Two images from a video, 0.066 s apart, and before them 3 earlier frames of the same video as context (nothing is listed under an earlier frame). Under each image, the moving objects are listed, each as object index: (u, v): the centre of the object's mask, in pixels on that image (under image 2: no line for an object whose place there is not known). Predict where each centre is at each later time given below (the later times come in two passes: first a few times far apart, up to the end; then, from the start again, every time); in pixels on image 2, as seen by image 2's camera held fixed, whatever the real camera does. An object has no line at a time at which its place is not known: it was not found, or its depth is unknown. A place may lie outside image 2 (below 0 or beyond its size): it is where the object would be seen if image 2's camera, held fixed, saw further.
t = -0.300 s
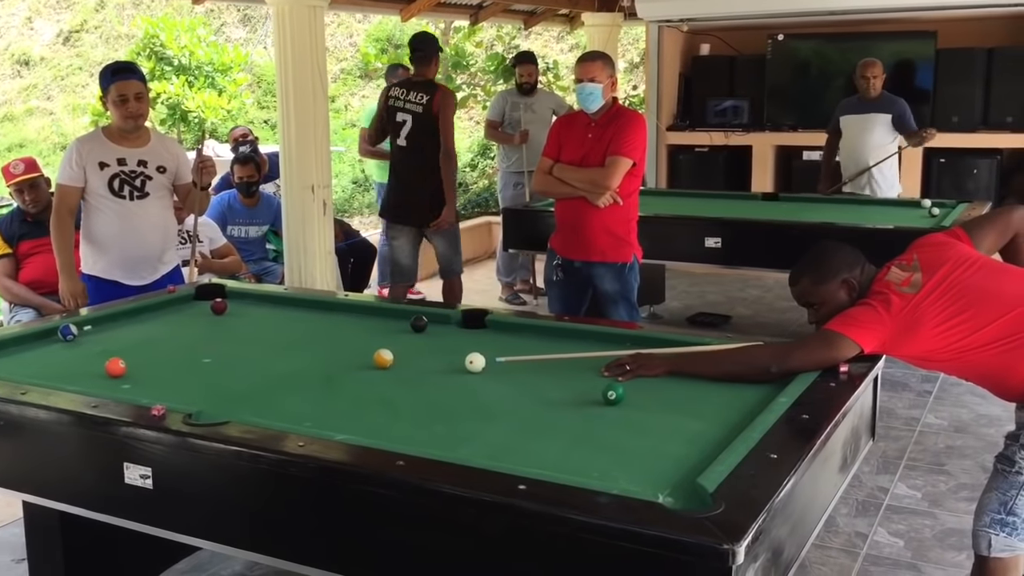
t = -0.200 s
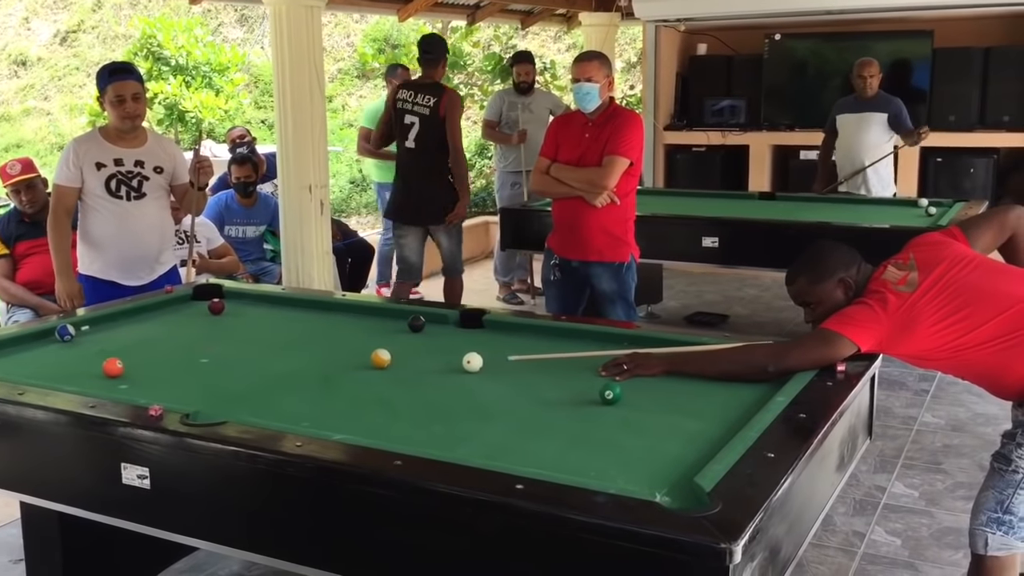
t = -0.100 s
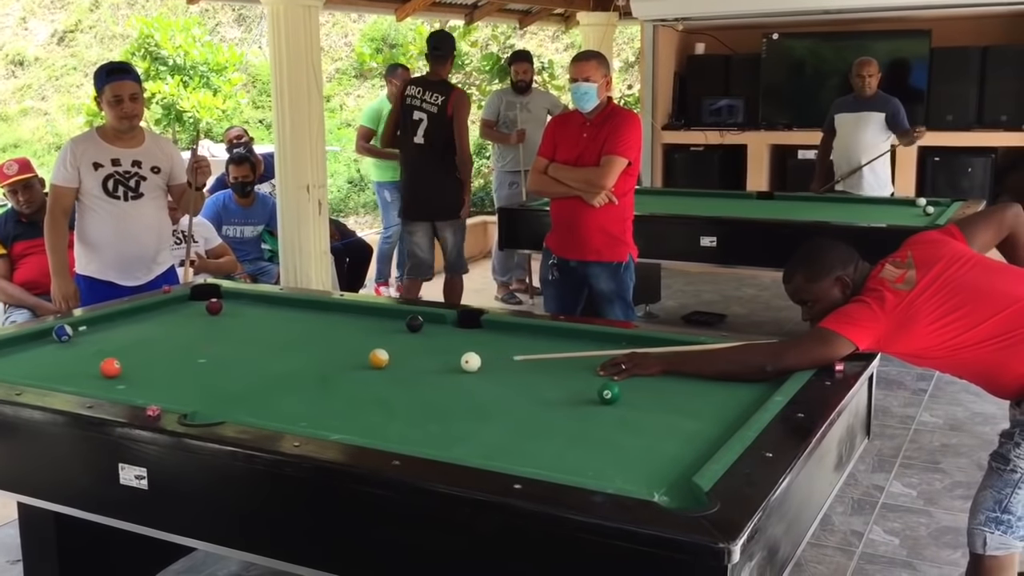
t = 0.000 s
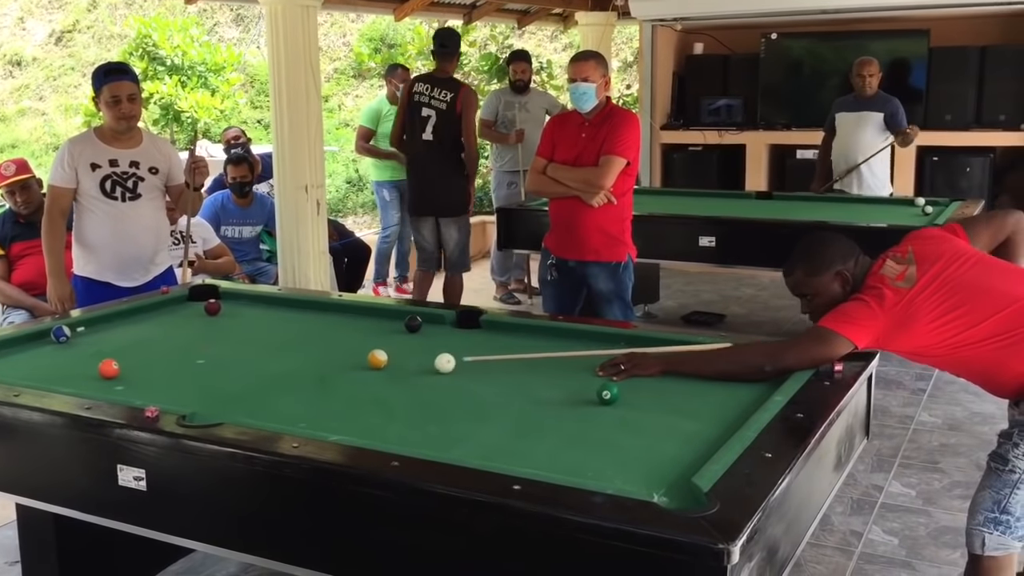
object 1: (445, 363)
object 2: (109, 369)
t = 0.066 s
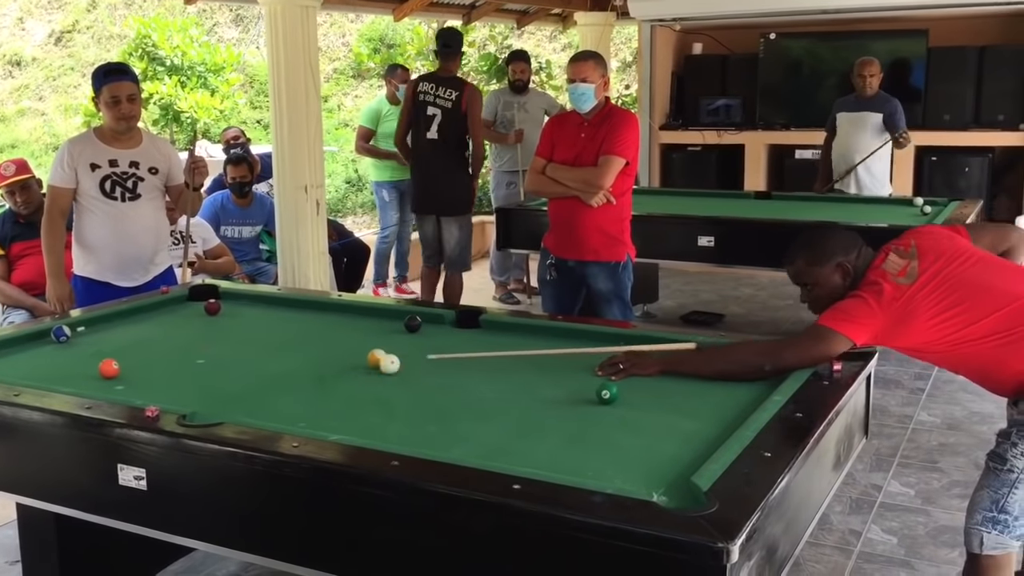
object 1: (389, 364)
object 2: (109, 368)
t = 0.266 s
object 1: (238, 368)
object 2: (109, 368)
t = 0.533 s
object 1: (65, 380)
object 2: (79, 361)
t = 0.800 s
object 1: (81, 369)
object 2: (30, 348)
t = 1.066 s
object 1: (108, 355)
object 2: (28, 344)
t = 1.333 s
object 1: (132, 342)
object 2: (59, 348)
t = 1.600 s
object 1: (153, 331)
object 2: (89, 351)
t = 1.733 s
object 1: (162, 326)
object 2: (104, 353)
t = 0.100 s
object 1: (363, 365)
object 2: (109, 368)
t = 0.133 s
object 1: (338, 365)
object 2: (109, 368)
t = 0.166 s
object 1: (313, 366)
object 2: (109, 368)
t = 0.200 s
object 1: (288, 367)
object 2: (109, 368)
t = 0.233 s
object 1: (263, 367)
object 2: (109, 368)
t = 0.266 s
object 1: (238, 368)
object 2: (109, 368)
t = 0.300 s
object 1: (213, 369)
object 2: (109, 368)
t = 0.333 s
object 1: (187, 369)
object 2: (109, 368)
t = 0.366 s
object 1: (162, 370)
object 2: (109, 368)
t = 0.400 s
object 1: (137, 371)
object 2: (109, 368)
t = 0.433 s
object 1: (115, 372)
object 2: (102, 365)
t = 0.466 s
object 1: (99, 375)
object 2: (95, 361)
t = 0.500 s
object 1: (83, 378)
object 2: (88, 361)
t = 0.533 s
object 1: (65, 380)
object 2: (79, 361)
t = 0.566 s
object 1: (50, 380)
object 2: (72, 359)
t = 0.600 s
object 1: (56, 379)
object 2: (66, 357)
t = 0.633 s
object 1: (61, 378)
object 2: (60, 356)
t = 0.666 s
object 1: (66, 376)
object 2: (54, 354)
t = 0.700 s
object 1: (69, 375)
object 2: (48, 352)
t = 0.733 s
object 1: (73, 373)
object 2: (42, 351)
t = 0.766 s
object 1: (77, 371)
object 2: (36, 350)
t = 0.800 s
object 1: (81, 369)
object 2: (30, 348)
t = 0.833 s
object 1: (84, 367)
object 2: (24, 346)
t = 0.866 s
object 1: (88, 365)
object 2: (19, 345)
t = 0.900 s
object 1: (91, 363)
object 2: (16, 344)
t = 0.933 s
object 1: (95, 362)
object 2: (16, 343)
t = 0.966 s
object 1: (98, 360)
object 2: (18, 343)
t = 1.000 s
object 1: (101, 358)
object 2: (21, 344)
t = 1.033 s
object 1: (105, 357)
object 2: (25, 344)
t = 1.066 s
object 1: (108, 355)
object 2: (28, 344)
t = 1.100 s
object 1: (111, 353)
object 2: (33, 345)
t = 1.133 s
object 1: (114, 351)
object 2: (36, 345)
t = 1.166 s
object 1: (117, 350)
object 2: (40, 345)
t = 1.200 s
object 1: (120, 348)
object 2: (44, 346)
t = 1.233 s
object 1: (123, 347)
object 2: (48, 347)
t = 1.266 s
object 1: (126, 345)
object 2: (51, 347)
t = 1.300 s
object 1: (129, 344)
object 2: (56, 348)
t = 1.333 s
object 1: (132, 342)
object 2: (59, 348)
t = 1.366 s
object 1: (135, 341)
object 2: (63, 348)
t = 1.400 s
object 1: (137, 340)
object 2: (67, 349)
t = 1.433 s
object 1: (140, 338)
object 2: (71, 349)
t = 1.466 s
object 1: (143, 337)
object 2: (74, 349)
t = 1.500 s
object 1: (145, 336)
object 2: (78, 350)
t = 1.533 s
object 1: (148, 334)
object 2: (82, 350)
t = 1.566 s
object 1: (151, 333)
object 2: (86, 351)
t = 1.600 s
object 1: (153, 331)
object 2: (89, 351)
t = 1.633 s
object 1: (155, 330)
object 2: (93, 351)
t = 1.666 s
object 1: (158, 329)
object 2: (97, 352)
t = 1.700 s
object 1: (160, 327)
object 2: (100, 352)
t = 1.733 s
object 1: (162, 326)
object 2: (104, 353)
